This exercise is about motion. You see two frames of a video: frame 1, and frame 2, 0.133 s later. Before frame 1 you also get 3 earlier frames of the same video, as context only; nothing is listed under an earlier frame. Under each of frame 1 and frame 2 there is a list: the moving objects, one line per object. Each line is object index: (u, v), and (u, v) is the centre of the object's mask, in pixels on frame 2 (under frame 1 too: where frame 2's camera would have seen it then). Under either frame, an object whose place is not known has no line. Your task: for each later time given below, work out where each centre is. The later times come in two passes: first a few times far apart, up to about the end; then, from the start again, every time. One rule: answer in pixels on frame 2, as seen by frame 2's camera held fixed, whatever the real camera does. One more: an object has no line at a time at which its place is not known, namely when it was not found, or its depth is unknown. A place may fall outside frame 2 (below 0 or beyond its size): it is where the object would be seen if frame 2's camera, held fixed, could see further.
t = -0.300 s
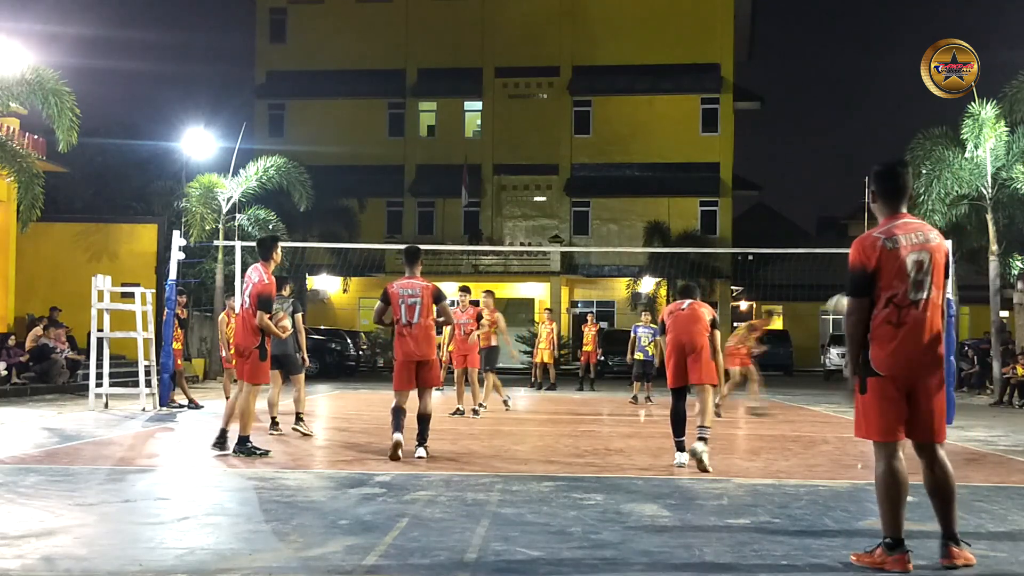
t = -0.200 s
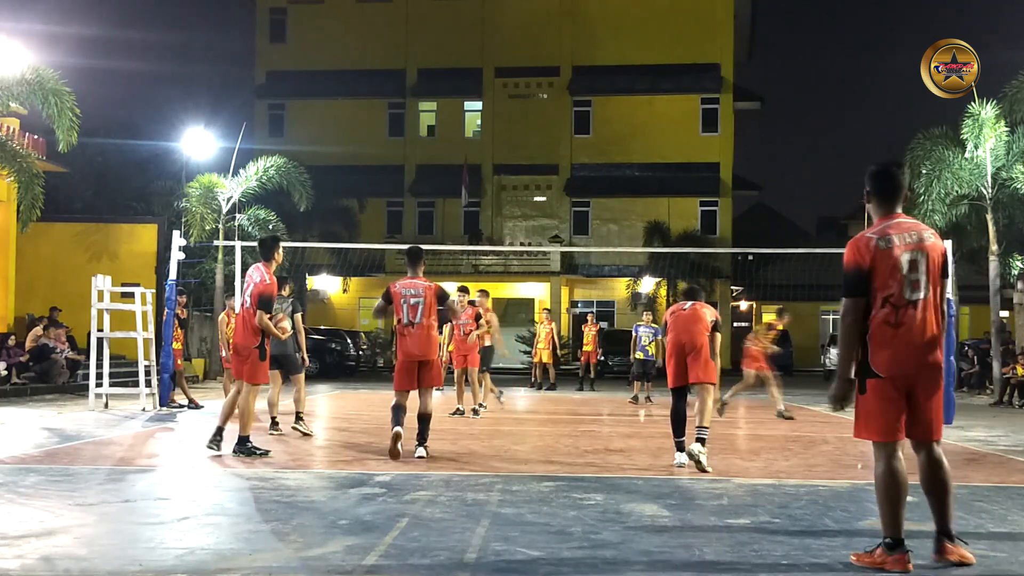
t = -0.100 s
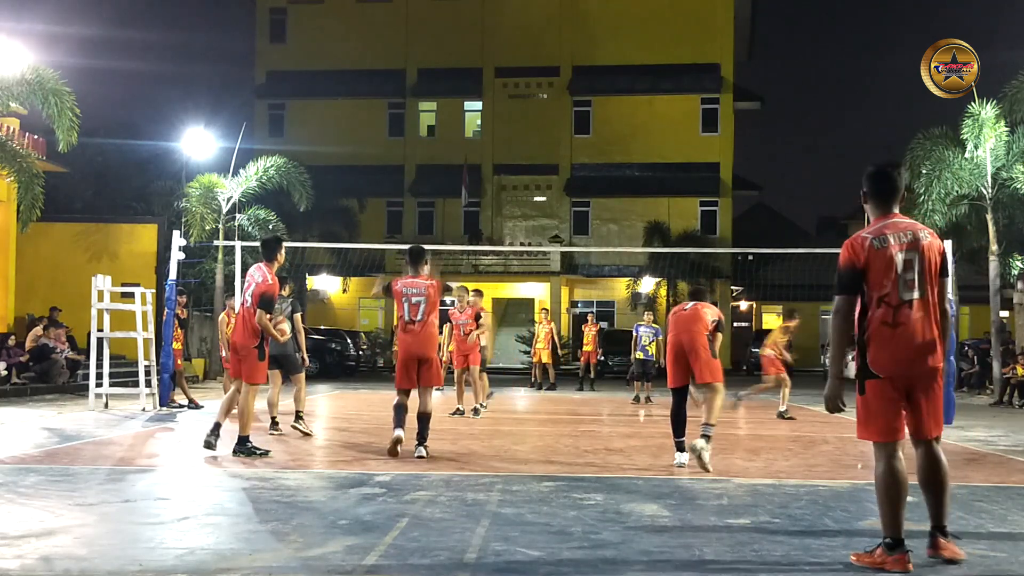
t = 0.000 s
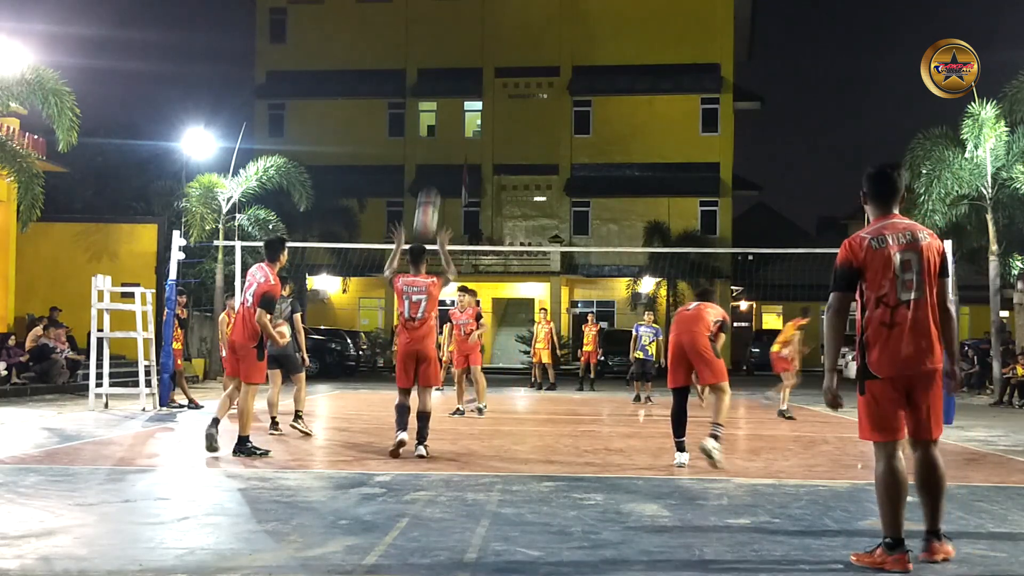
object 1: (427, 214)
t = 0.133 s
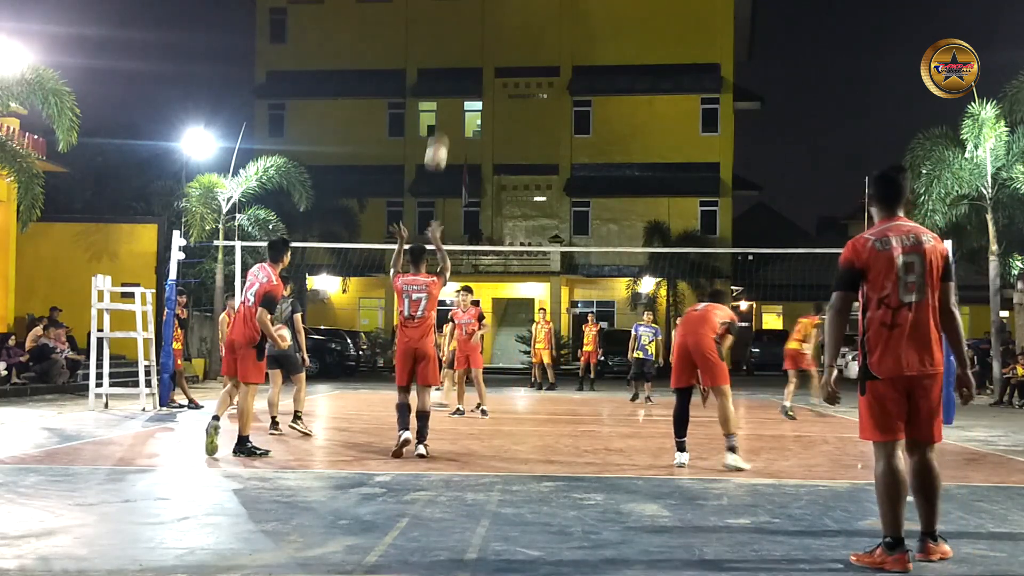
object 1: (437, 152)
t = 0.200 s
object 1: (441, 131)
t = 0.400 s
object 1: (449, 97)
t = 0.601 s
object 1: (456, 100)
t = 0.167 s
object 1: (439, 142)
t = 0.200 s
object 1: (441, 131)
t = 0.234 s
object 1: (442, 122)
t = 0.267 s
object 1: (444, 115)
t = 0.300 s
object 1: (445, 109)
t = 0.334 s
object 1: (447, 104)
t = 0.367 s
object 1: (448, 100)
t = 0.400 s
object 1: (449, 97)
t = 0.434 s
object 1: (450, 95)
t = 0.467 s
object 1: (451, 94)
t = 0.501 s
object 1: (452, 94)
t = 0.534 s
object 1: (454, 95)
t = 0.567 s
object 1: (454, 97)
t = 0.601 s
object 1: (456, 100)
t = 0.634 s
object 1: (456, 103)
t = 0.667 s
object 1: (457, 108)
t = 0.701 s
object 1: (458, 114)
